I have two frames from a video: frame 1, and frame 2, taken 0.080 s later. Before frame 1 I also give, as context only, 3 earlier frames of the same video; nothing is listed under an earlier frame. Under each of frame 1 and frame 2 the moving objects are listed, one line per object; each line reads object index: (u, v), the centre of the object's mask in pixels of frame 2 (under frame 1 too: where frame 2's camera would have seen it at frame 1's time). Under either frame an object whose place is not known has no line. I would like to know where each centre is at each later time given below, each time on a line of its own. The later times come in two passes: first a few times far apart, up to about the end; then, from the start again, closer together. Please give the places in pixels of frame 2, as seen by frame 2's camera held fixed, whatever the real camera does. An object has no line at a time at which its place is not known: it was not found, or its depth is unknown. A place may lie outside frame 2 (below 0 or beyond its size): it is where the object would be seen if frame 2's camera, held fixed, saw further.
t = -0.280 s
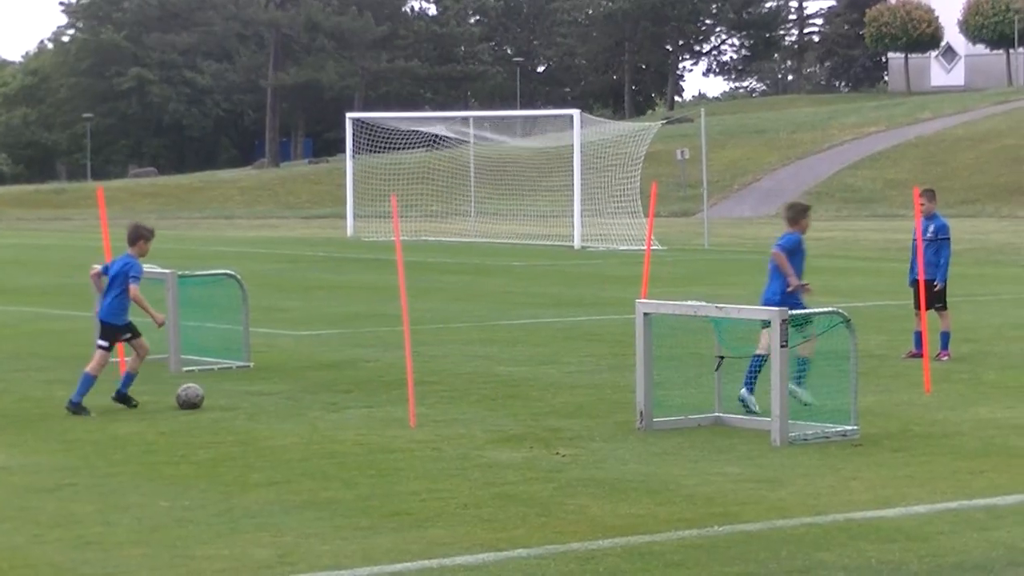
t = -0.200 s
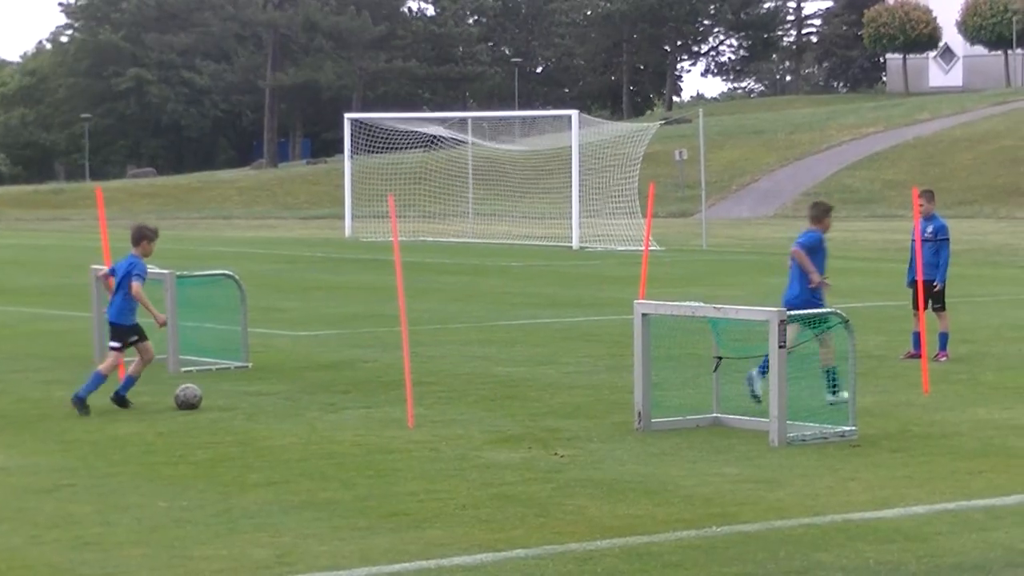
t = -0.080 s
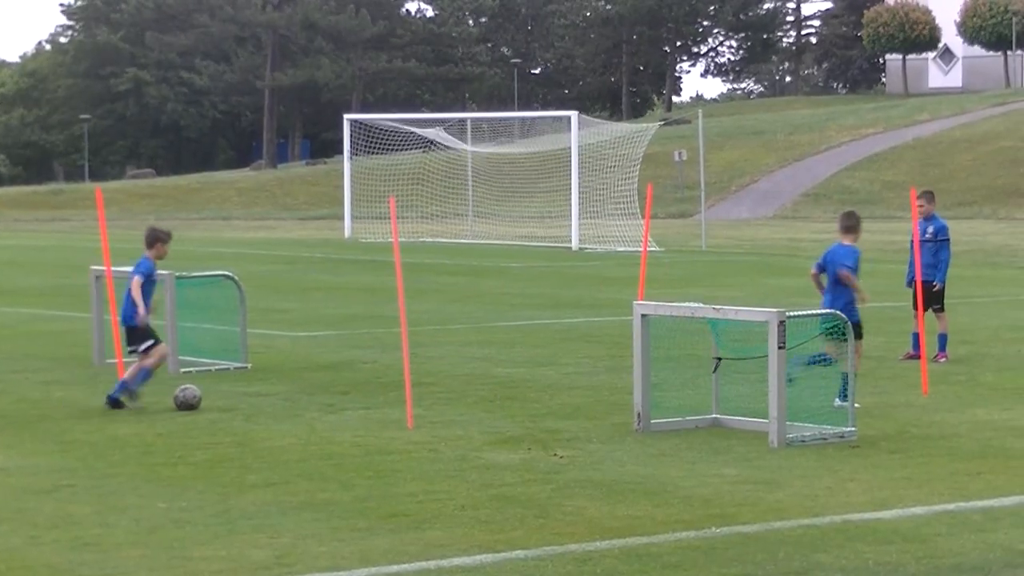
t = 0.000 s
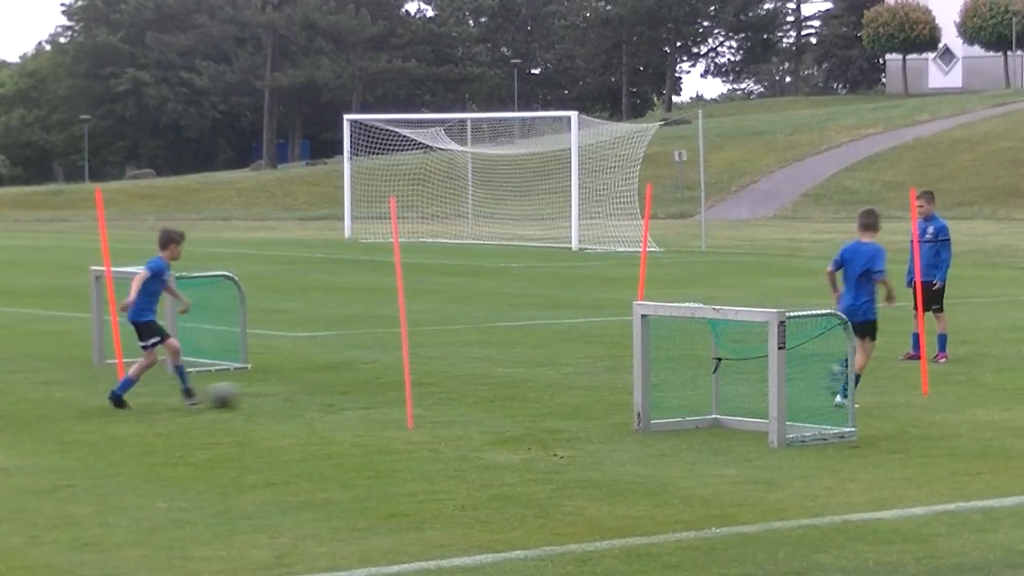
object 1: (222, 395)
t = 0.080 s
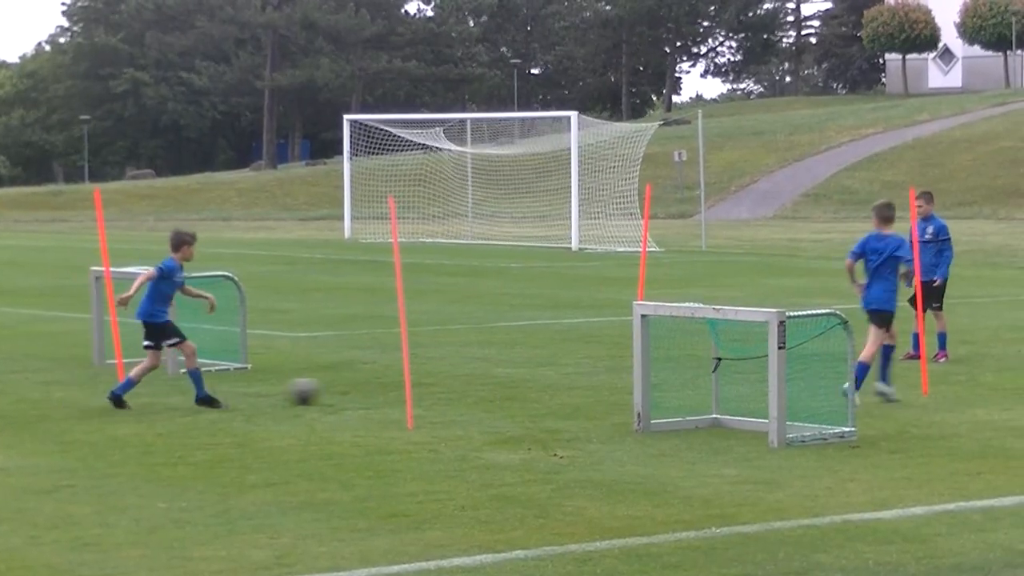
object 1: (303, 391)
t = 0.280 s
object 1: (471, 383)
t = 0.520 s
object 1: (619, 376)
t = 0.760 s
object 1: (728, 370)
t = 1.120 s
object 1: (853, 361)
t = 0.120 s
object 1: (341, 390)
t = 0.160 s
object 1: (377, 388)
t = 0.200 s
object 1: (411, 386)
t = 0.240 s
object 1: (442, 384)
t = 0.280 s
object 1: (471, 383)
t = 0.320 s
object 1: (500, 382)
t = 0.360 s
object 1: (526, 380)
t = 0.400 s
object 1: (551, 379)
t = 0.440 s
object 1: (575, 378)
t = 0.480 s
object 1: (598, 377)
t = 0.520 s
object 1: (619, 376)
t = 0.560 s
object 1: (630, 378)
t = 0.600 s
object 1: (660, 373)
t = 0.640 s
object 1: (676, 372)
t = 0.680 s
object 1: (693, 371)
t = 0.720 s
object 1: (705, 369)
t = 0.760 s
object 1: (728, 370)
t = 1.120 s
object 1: (853, 361)
